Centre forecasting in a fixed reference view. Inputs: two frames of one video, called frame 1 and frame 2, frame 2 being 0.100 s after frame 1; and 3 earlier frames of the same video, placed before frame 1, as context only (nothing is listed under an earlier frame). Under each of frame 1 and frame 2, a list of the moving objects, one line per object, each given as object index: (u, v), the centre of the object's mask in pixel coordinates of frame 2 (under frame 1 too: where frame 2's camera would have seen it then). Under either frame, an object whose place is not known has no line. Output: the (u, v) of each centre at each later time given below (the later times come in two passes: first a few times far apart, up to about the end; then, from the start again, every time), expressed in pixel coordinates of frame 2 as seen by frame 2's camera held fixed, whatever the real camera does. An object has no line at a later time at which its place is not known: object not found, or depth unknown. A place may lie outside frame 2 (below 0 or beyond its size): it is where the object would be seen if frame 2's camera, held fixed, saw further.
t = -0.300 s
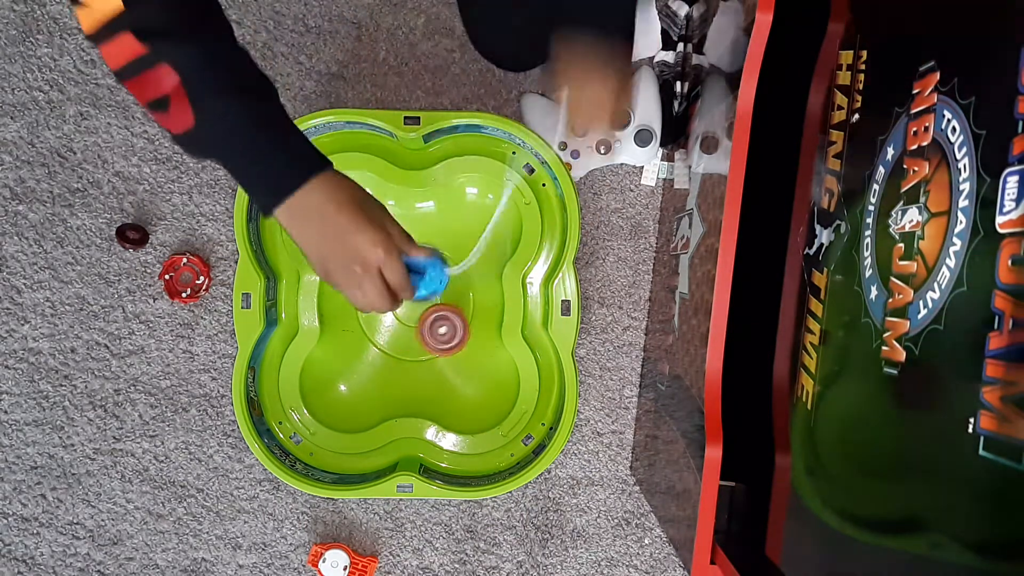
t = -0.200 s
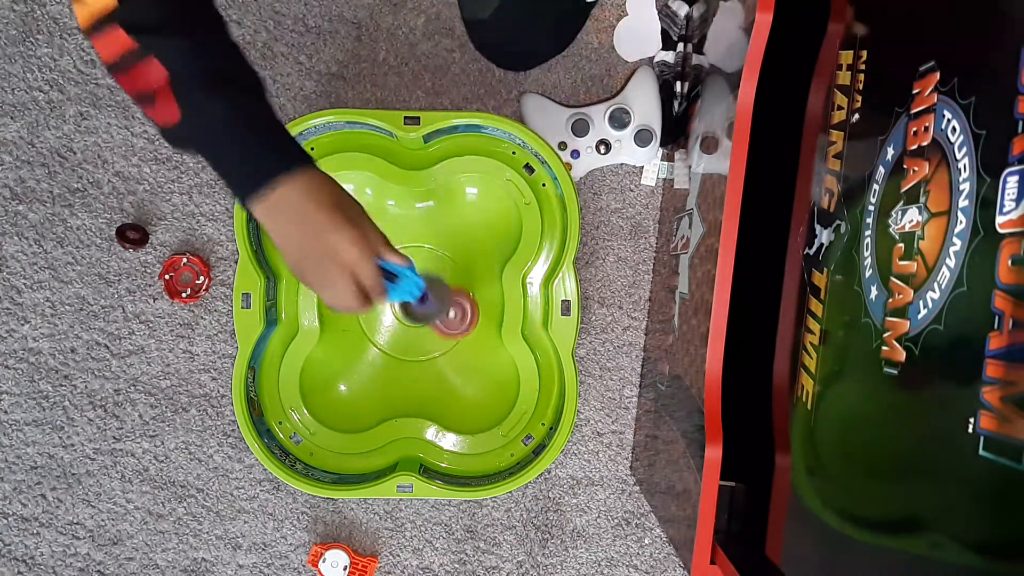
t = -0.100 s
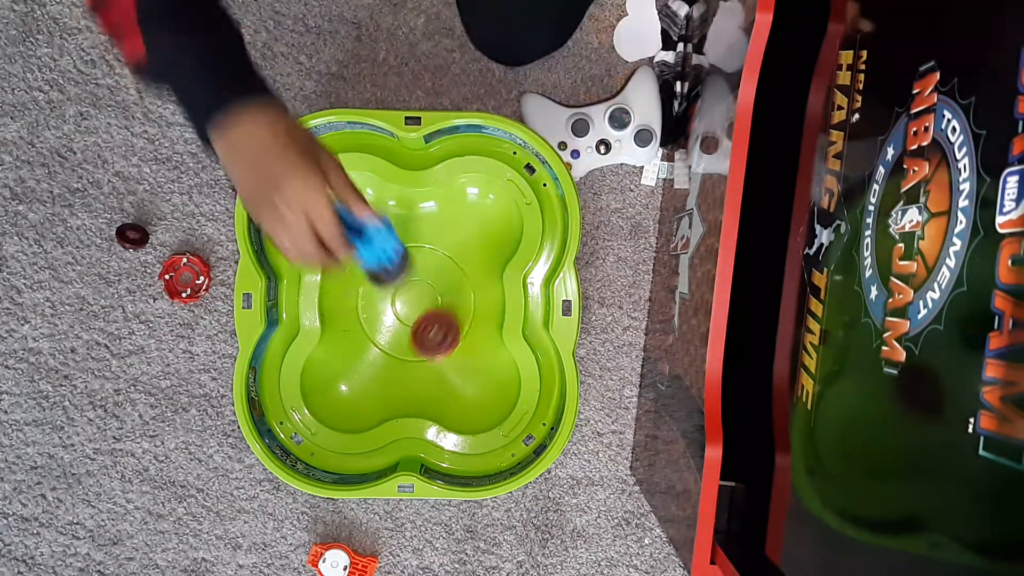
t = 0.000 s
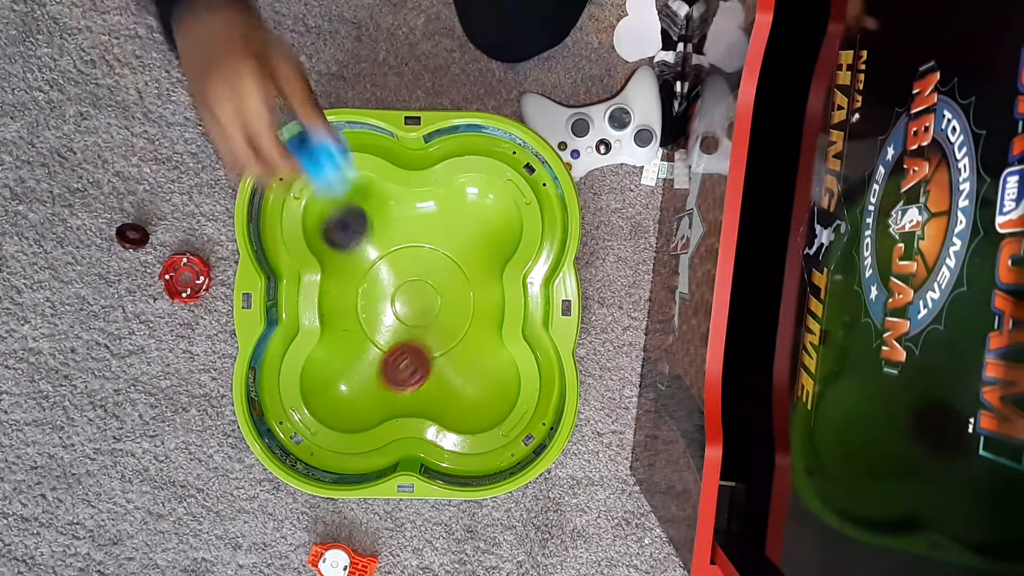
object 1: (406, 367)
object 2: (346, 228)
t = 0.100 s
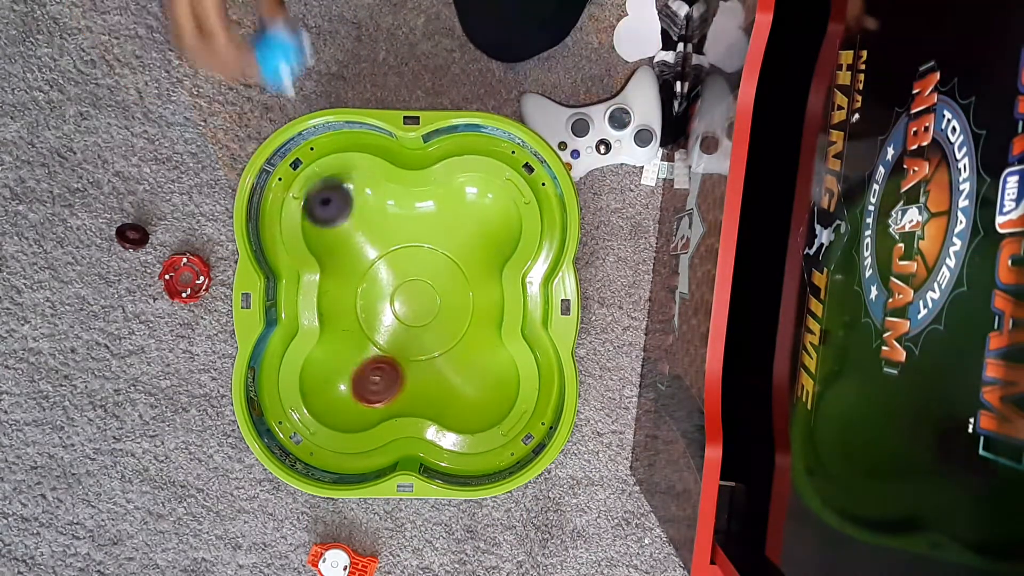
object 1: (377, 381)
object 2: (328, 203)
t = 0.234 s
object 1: (333, 368)
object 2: (371, 227)
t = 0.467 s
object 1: (354, 388)
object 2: (425, 329)
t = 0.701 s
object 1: (358, 350)
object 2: (462, 381)
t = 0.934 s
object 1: (392, 332)
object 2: (453, 353)
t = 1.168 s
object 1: (359, 193)
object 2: (461, 364)
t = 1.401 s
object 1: (357, 244)
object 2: (443, 367)
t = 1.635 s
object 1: (443, 282)
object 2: (451, 356)
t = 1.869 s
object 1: (459, 275)
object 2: (406, 303)
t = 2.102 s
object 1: (418, 287)
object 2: (353, 298)
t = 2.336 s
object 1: (460, 356)
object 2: (355, 305)
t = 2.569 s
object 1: (463, 390)
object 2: (453, 293)
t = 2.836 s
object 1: (463, 374)
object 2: (457, 237)
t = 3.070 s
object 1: (442, 297)
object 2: (477, 227)
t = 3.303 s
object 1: (417, 242)
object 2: (473, 225)
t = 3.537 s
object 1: (368, 236)
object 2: (474, 239)
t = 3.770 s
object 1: (369, 256)
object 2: (425, 269)
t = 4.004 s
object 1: (351, 201)
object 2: (453, 400)
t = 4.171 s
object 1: (378, 243)
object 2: (485, 391)
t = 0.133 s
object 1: (369, 378)
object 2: (335, 201)
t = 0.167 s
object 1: (358, 374)
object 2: (346, 207)
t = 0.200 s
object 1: (346, 371)
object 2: (358, 215)
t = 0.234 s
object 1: (333, 368)
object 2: (371, 227)
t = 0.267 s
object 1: (328, 371)
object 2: (383, 239)
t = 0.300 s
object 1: (328, 377)
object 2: (393, 253)
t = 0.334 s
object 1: (332, 382)
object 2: (402, 268)
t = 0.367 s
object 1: (339, 387)
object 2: (410, 283)
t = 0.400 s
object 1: (345, 390)
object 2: (416, 301)
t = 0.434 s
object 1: (350, 391)
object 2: (422, 316)
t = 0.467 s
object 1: (354, 388)
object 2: (425, 329)
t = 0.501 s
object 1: (356, 382)
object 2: (428, 341)
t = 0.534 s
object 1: (357, 375)
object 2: (430, 351)
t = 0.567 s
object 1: (356, 368)
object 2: (435, 360)
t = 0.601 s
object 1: (356, 362)
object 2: (441, 367)
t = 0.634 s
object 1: (355, 356)
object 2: (448, 373)
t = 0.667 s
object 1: (356, 352)
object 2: (455, 378)
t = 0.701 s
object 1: (358, 350)
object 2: (462, 381)
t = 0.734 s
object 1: (360, 348)
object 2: (468, 382)
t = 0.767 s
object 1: (364, 347)
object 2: (472, 380)
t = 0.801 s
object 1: (367, 346)
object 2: (474, 376)
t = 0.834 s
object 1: (371, 344)
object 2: (474, 371)
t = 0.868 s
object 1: (377, 341)
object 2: (470, 366)
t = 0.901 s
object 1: (384, 338)
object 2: (463, 360)
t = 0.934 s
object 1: (392, 332)
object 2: (453, 353)
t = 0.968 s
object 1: (398, 325)
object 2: (445, 347)
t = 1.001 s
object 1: (392, 300)
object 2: (450, 353)
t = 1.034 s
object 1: (382, 272)
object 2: (457, 358)
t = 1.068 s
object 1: (375, 248)
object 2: (462, 363)
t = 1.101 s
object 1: (370, 227)
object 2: (464, 365)
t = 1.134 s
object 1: (366, 208)
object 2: (464, 365)
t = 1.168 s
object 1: (359, 193)
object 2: (461, 364)
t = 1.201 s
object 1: (348, 187)
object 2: (457, 364)
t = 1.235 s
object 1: (339, 187)
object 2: (453, 363)
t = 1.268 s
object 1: (332, 195)
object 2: (449, 364)
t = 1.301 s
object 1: (331, 208)
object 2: (446, 365)
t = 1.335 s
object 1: (334, 224)
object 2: (444, 366)
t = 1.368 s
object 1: (343, 235)
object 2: (443, 367)
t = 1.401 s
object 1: (357, 244)
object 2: (443, 367)
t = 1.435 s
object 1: (373, 251)
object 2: (445, 367)
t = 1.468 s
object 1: (388, 256)
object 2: (447, 367)
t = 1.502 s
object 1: (401, 262)
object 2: (450, 367)
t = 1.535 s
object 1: (412, 267)
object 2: (452, 367)
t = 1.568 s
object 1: (423, 272)
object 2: (453, 366)
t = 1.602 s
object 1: (433, 278)
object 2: (453, 362)
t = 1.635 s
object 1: (443, 282)
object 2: (451, 356)
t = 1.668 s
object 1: (452, 285)
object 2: (448, 348)
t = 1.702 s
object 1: (461, 287)
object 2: (442, 340)
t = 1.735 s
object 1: (466, 287)
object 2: (435, 331)
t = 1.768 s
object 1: (468, 285)
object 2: (428, 323)
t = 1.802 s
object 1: (468, 283)
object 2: (420, 315)
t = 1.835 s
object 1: (465, 279)
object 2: (413, 307)
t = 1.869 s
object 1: (459, 275)
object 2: (406, 303)
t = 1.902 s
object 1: (452, 273)
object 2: (398, 299)
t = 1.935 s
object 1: (444, 270)
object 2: (392, 296)
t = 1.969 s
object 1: (434, 268)
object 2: (385, 294)
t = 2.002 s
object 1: (424, 271)
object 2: (380, 294)
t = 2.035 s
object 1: (421, 274)
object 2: (369, 294)
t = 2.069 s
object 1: (420, 280)
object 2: (359, 295)
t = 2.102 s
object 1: (418, 287)
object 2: (353, 298)
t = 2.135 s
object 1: (414, 297)
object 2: (350, 300)
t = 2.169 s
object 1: (408, 303)
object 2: (352, 304)
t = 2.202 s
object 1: (411, 317)
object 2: (350, 307)
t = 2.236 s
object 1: (422, 329)
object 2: (344, 306)
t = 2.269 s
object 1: (437, 341)
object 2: (343, 305)
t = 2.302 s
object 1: (450, 350)
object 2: (347, 305)
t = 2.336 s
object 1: (460, 356)
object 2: (355, 305)
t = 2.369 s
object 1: (467, 364)
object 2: (366, 305)
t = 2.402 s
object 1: (471, 369)
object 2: (381, 305)
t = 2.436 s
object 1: (471, 375)
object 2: (397, 304)
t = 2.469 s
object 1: (469, 379)
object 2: (413, 302)
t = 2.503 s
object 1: (467, 383)
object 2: (428, 300)
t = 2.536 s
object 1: (465, 386)
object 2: (441, 297)
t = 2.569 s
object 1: (463, 390)
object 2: (453, 293)
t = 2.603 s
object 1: (462, 392)
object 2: (461, 289)
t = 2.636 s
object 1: (463, 393)
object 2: (466, 284)
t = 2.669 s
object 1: (463, 393)
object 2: (469, 278)
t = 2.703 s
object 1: (464, 391)
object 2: (470, 272)
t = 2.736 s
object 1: (465, 389)
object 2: (468, 264)
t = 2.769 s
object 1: (465, 384)
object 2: (464, 255)
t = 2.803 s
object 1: (465, 380)
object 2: (460, 246)
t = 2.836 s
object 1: (463, 374)
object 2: (457, 237)
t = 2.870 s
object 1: (461, 365)
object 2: (454, 229)
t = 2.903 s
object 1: (459, 355)
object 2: (454, 225)
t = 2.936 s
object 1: (456, 344)
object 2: (457, 223)
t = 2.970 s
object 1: (453, 333)
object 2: (460, 223)
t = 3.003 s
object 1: (449, 322)
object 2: (465, 224)
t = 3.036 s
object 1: (446, 310)
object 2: (471, 226)
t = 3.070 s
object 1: (442, 297)
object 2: (477, 227)
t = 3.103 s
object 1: (440, 286)
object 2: (482, 227)
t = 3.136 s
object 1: (436, 275)
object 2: (487, 227)
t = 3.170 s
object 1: (433, 266)
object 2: (488, 226)
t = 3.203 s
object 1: (429, 258)
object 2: (486, 225)
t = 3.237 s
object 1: (426, 252)
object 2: (482, 224)
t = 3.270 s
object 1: (422, 246)
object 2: (478, 223)
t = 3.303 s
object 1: (417, 242)
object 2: (473, 225)
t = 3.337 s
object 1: (410, 237)
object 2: (474, 227)
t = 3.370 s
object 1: (402, 237)
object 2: (475, 230)
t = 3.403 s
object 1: (395, 234)
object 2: (476, 234)
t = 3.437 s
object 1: (388, 234)
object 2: (477, 237)
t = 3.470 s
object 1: (380, 235)
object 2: (477, 239)
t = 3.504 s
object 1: (373, 234)
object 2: (476, 239)
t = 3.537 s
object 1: (368, 236)
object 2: (474, 239)
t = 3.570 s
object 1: (365, 236)
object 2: (471, 238)
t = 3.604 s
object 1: (365, 238)
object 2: (467, 238)
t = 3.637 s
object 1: (364, 242)
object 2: (462, 240)
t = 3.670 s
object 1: (364, 245)
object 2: (454, 244)
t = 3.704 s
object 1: (364, 249)
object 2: (445, 250)
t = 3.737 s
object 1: (366, 253)
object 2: (436, 259)
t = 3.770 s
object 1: (369, 256)
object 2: (425, 269)
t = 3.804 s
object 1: (356, 246)
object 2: (427, 291)
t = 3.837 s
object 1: (347, 237)
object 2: (434, 316)
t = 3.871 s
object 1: (337, 227)
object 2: (439, 335)
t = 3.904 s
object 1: (335, 213)
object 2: (442, 355)
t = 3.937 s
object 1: (336, 208)
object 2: (445, 372)
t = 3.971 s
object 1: (342, 198)
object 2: (449, 386)
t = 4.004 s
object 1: (351, 201)
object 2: (453, 400)
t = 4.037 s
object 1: (359, 208)
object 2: (459, 408)
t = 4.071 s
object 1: (366, 216)
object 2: (467, 412)
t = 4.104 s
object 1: (371, 226)
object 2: (475, 409)
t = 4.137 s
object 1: (373, 235)
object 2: (482, 402)
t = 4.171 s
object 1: (378, 243)
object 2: (485, 391)
